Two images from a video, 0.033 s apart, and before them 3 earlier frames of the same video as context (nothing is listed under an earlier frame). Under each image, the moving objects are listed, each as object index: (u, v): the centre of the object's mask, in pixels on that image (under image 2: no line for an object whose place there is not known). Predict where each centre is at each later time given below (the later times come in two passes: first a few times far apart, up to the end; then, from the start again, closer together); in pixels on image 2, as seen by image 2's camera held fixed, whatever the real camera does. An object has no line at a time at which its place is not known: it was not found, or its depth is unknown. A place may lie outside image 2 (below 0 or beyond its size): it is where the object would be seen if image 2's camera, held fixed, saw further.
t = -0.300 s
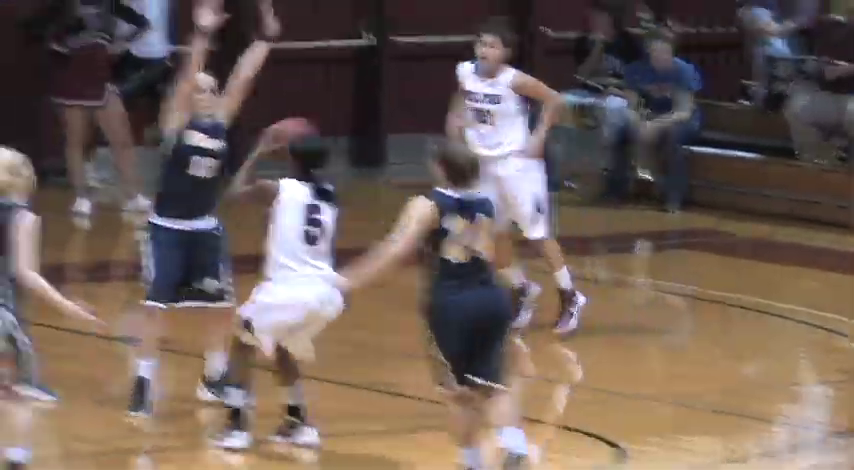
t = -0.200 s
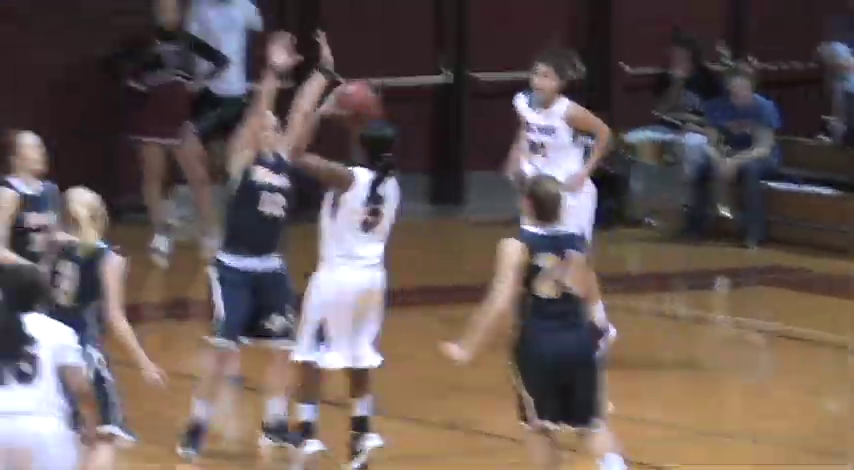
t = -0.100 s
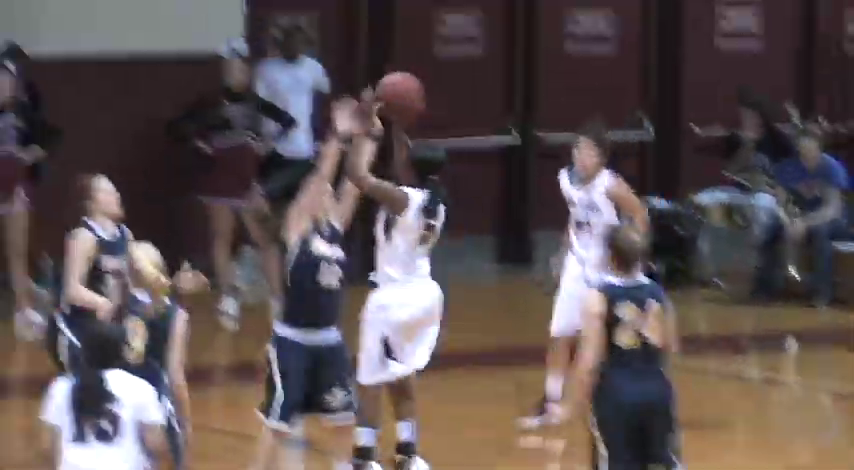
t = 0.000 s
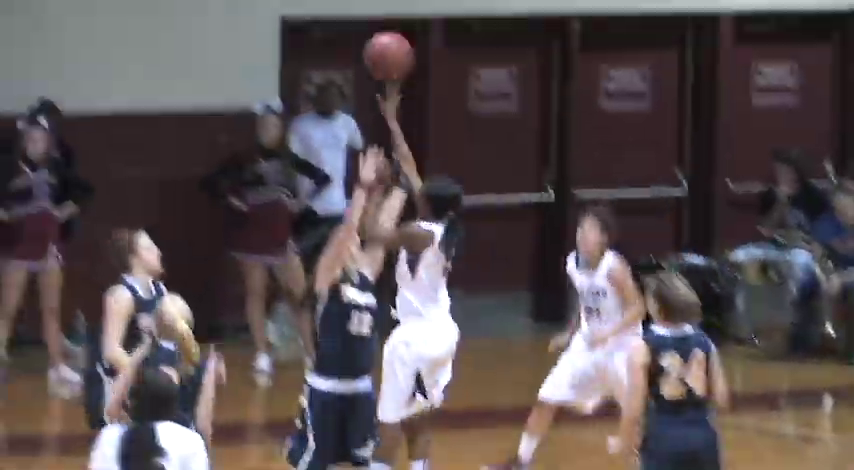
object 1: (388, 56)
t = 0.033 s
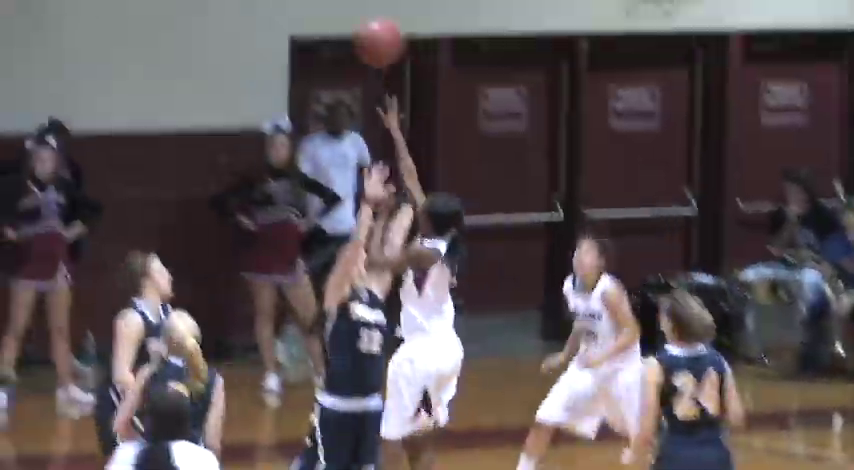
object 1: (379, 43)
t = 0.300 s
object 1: (233, -130)
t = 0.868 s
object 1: (-49, -53)
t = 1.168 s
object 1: (-69, 162)
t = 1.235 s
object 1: (-70, 218)
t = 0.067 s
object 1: (360, 11)
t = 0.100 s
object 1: (342, -16)
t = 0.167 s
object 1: (305, -60)
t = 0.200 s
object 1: (286, -79)
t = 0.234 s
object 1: (268, -97)
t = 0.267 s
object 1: (251, -114)
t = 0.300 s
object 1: (233, -130)
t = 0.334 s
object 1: (215, -144)
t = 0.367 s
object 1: (197, -157)
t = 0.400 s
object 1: (180, -167)
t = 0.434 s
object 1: (163, -173)
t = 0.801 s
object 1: (-18, -90)
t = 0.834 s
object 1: (-34, -69)
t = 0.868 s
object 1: (-49, -53)
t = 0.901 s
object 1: (-62, -21)
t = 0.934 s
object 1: (-61, -10)
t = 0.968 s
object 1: (-69, 21)
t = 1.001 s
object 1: (-69, 36)
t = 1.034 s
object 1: (-69, 55)
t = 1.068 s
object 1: (-70, 77)
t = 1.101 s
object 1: (-70, 103)
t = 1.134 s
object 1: (-70, 131)
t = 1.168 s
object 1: (-69, 162)
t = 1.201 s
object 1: (-69, 191)
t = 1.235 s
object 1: (-70, 218)
